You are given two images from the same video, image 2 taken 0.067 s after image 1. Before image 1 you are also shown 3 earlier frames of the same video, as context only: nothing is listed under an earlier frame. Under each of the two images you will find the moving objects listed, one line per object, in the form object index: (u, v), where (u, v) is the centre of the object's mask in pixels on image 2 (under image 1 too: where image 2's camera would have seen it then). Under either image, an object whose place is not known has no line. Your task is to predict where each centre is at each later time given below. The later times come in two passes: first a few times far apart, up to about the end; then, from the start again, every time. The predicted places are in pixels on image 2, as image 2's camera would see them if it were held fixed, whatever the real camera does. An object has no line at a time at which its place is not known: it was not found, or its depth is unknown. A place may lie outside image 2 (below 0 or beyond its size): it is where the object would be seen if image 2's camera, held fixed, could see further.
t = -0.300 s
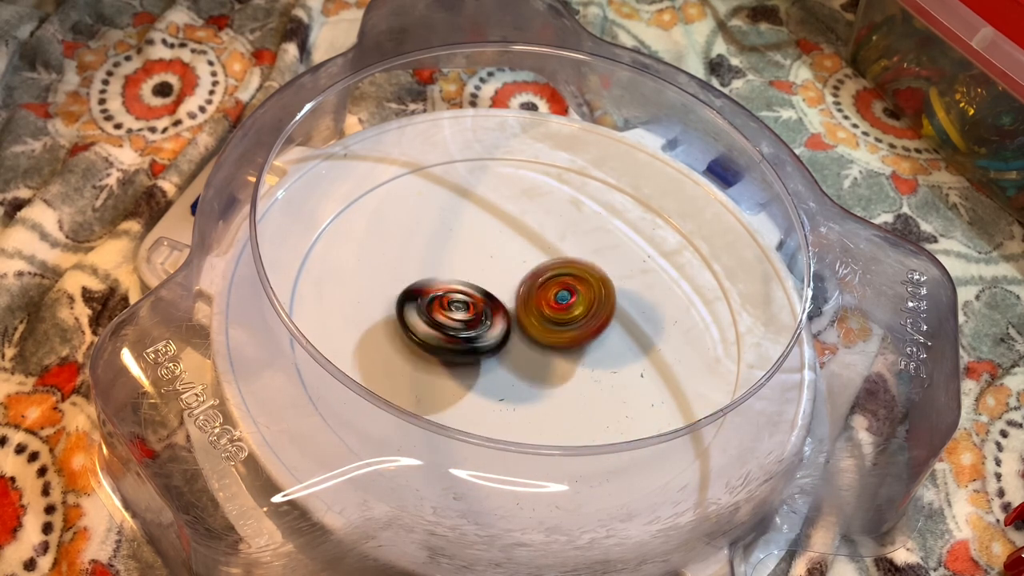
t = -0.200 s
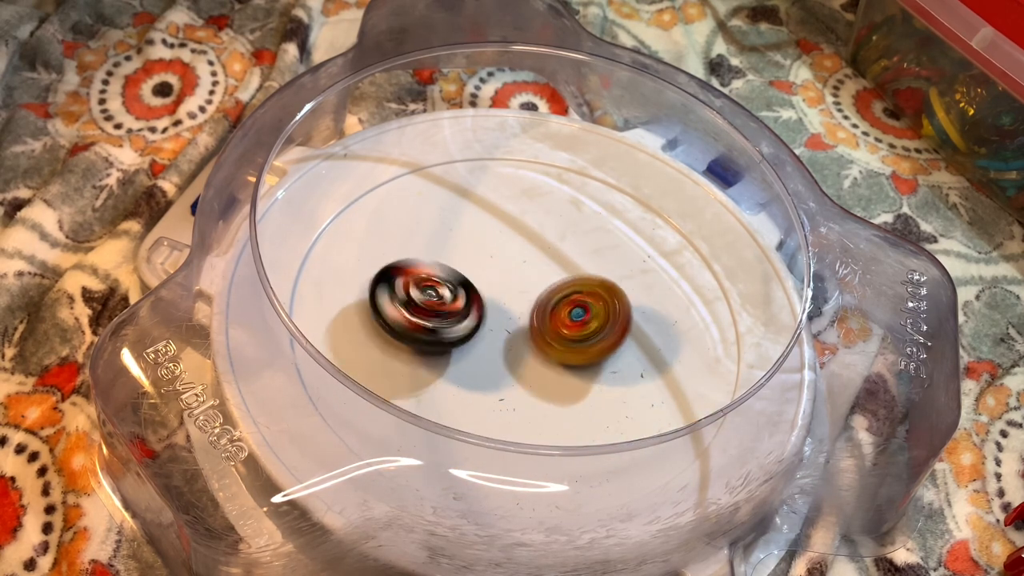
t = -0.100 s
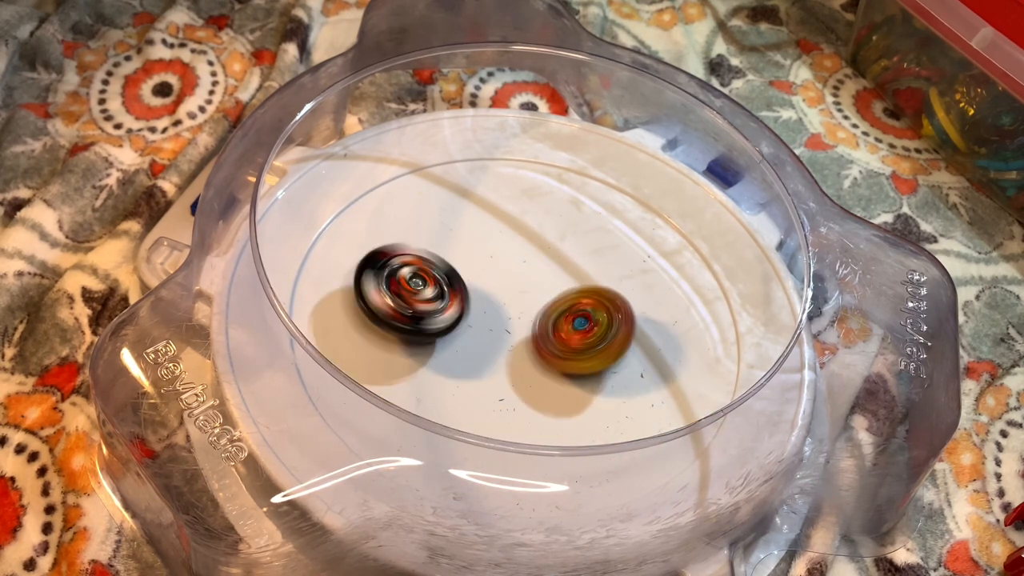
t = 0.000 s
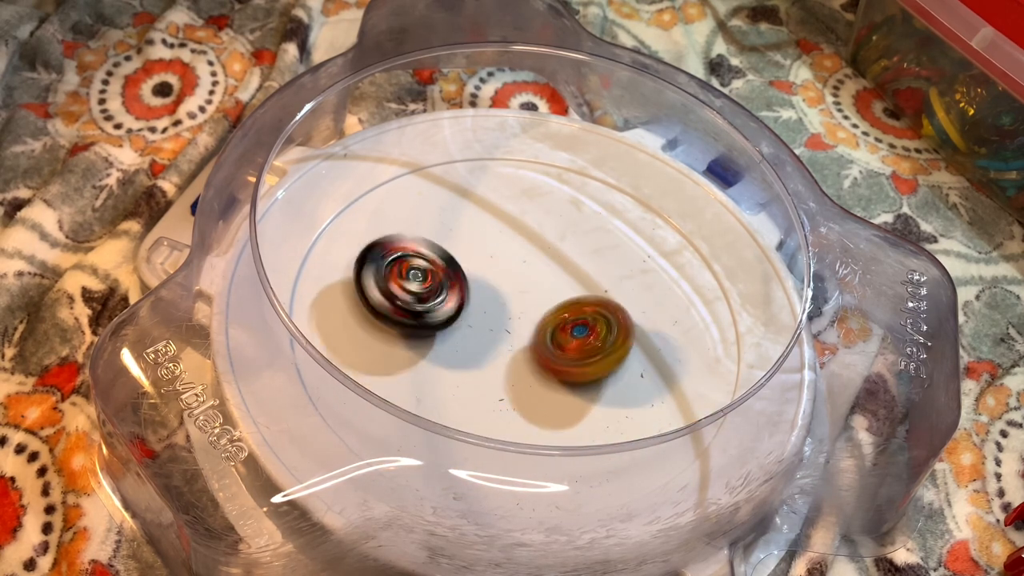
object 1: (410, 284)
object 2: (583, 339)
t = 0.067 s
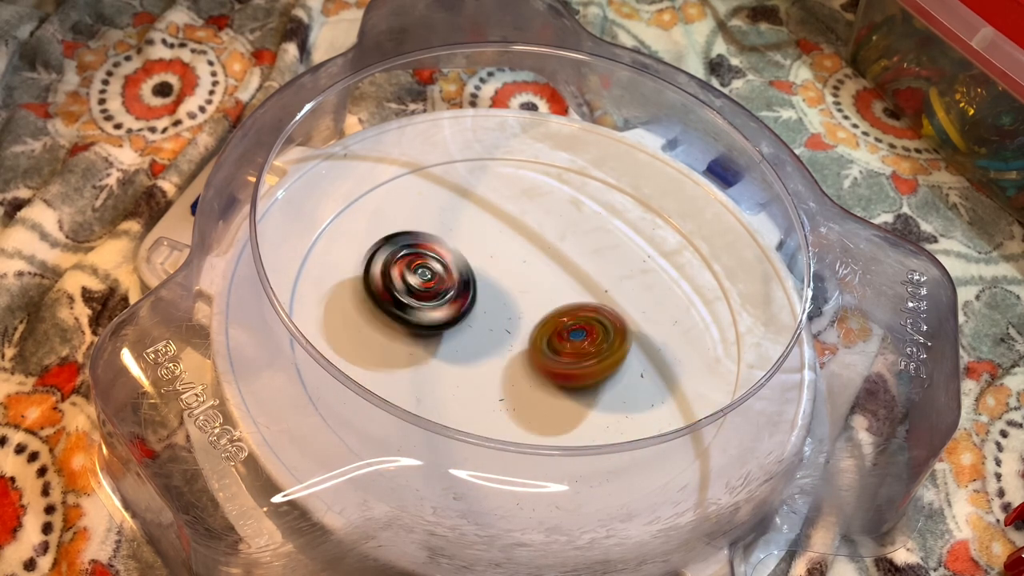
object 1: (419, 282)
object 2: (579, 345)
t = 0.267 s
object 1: (472, 275)
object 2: (558, 356)
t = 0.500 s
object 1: (537, 241)
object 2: (510, 369)
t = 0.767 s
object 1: (583, 241)
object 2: (458, 335)
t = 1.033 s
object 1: (582, 304)
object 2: (441, 290)
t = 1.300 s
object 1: (533, 369)
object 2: (466, 265)
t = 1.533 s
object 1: (479, 379)
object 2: (513, 259)
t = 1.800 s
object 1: (454, 332)
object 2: (570, 278)
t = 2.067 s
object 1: (487, 267)
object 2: (599, 312)
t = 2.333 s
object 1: (544, 238)
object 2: (583, 345)
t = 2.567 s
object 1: (576, 266)
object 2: (524, 364)
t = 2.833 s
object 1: (567, 333)
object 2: (455, 355)
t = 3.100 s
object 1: (653, 387)
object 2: (283, 263)
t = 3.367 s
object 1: (584, 330)
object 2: (463, 322)
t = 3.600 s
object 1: (558, 257)
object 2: (497, 334)
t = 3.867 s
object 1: (512, 252)
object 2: (505, 340)
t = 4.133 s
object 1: (515, 255)
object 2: (518, 344)
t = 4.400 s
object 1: (508, 257)
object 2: (544, 335)
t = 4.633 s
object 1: (509, 258)
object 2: (543, 332)
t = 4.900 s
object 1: (507, 257)
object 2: (552, 328)
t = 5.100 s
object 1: (507, 255)
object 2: (555, 327)
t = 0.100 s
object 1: (424, 282)
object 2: (576, 347)
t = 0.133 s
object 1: (432, 281)
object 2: (574, 349)
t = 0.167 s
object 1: (439, 280)
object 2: (570, 352)
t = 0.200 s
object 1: (449, 279)
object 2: (567, 354)
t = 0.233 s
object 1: (460, 276)
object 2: (563, 355)
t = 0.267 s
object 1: (472, 275)
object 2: (558, 356)
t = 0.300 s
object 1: (482, 273)
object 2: (554, 357)
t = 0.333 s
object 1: (494, 273)
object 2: (550, 357)
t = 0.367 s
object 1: (504, 262)
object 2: (544, 366)
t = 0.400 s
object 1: (514, 256)
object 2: (535, 371)
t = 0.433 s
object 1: (521, 251)
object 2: (526, 373)
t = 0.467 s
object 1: (530, 245)
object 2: (517, 372)
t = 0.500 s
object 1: (537, 241)
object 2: (510, 369)
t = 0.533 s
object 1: (546, 237)
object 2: (503, 367)
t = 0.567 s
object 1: (553, 234)
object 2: (496, 364)
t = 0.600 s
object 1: (560, 233)
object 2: (488, 360)
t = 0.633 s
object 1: (566, 232)
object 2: (481, 357)
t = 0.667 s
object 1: (572, 234)
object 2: (475, 352)
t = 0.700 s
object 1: (576, 234)
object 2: (469, 347)
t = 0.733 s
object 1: (580, 238)
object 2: (463, 341)
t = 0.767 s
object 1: (583, 241)
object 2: (458, 335)
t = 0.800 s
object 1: (586, 246)
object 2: (454, 330)
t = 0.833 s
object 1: (586, 251)
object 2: (451, 324)
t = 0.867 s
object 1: (589, 259)
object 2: (448, 318)
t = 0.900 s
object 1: (588, 267)
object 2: (445, 313)
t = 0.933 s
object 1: (590, 275)
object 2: (444, 307)
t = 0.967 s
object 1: (587, 284)
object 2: (442, 301)
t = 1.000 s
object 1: (586, 292)
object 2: (441, 295)
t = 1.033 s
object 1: (582, 304)
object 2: (441, 290)
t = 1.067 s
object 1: (578, 312)
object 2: (441, 286)
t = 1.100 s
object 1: (574, 323)
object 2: (444, 283)
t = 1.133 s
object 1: (568, 331)
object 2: (447, 280)
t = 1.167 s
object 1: (563, 341)
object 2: (450, 277)
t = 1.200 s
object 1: (555, 348)
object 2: (453, 274)
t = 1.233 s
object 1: (549, 356)
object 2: (457, 271)
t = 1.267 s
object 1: (540, 362)
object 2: (462, 267)
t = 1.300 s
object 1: (533, 369)
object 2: (466, 265)
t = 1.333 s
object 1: (524, 373)
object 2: (471, 264)
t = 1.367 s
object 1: (516, 378)
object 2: (478, 263)
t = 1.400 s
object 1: (508, 380)
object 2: (486, 261)
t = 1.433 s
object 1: (499, 382)
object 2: (493, 260)
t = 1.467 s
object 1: (493, 382)
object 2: (500, 259)
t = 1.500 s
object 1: (485, 382)
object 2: (507, 257)
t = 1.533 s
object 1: (479, 379)
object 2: (513, 259)
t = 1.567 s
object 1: (473, 377)
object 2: (520, 261)
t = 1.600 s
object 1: (468, 372)
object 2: (529, 262)
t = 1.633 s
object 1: (465, 367)
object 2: (538, 263)
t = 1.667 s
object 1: (459, 361)
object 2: (546, 265)
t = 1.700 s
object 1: (457, 356)
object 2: (552, 266)
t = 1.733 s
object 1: (454, 348)
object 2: (558, 269)
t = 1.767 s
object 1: (453, 340)
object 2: (563, 274)
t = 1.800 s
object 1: (454, 332)
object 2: (570, 278)
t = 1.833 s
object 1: (455, 324)
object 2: (576, 282)
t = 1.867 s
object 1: (457, 316)
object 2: (581, 284)
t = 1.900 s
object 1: (461, 306)
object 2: (585, 288)
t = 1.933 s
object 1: (465, 298)
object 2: (588, 292)
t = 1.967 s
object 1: (469, 289)
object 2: (591, 299)
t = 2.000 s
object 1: (476, 281)
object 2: (596, 304)
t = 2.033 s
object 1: (480, 274)
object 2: (598, 308)
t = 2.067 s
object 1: (487, 267)
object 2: (599, 312)
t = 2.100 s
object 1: (493, 262)
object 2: (599, 316)
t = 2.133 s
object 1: (500, 255)
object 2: (597, 321)
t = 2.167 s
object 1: (508, 251)
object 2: (598, 325)
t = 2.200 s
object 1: (516, 246)
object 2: (597, 329)
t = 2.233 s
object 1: (524, 243)
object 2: (595, 333)
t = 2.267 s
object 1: (531, 240)
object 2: (592, 337)
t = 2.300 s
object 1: (538, 240)
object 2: (587, 341)
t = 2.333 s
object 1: (544, 238)
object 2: (583, 345)
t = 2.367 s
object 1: (550, 241)
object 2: (577, 348)
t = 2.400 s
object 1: (555, 242)
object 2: (571, 352)
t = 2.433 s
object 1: (561, 245)
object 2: (563, 356)
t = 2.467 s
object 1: (564, 249)
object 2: (552, 358)
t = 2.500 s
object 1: (570, 254)
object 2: (544, 361)
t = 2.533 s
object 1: (572, 260)
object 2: (534, 363)
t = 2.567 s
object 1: (576, 266)
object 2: (524, 364)
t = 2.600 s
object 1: (578, 273)
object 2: (511, 366)
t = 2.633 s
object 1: (580, 280)
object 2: (500, 366)
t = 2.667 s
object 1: (580, 289)
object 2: (491, 365)
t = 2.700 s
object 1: (578, 297)
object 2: (481, 364)
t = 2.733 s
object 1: (577, 306)
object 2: (473, 363)
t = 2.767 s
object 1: (574, 316)
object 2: (464, 360)
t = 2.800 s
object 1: (570, 324)
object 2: (459, 358)
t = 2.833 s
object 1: (567, 333)
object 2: (455, 355)
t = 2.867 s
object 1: (562, 343)
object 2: (446, 351)
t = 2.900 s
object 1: (592, 360)
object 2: (399, 326)
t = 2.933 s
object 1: (616, 368)
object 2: (353, 309)
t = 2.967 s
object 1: (636, 385)
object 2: (319, 287)
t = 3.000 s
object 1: (652, 388)
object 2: (285, 265)
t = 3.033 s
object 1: (659, 387)
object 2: (253, 258)
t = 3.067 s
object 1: (658, 387)
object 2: (263, 257)
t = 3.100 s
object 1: (653, 387)
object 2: (283, 263)
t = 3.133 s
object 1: (646, 385)
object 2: (309, 271)
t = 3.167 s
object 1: (638, 381)
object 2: (325, 283)
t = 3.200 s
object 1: (631, 375)
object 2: (348, 289)
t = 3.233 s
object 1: (623, 369)
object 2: (375, 298)
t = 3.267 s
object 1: (614, 360)
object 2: (398, 305)
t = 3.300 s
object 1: (603, 350)
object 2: (423, 311)
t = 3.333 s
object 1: (594, 340)
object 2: (443, 317)
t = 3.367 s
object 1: (584, 330)
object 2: (463, 322)
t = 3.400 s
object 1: (574, 318)
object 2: (479, 327)
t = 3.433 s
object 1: (576, 307)
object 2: (482, 325)
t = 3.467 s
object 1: (576, 296)
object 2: (486, 327)
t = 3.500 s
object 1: (574, 284)
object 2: (486, 329)
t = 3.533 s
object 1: (570, 275)
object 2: (492, 328)
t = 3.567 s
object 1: (565, 266)
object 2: (495, 333)
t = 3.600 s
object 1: (558, 257)
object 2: (497, 334)
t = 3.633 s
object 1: (551, 250)
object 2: (500, 335)
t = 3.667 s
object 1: (544, 244)
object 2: (500, 338)
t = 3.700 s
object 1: (538, 240)
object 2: (500, 338)
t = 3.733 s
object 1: (531, 240)
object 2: (504, 340)
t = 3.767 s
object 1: (525, 242)
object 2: (503, 341)
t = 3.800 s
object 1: (521, 246)
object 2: (502, 341)
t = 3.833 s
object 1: (517, 250)
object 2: (504, 341)
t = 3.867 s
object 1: (512, 252)
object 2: (505, 340)
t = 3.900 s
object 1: (507, 254)
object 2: (507, 340)
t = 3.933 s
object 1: (505, 254)
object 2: (510, 341)
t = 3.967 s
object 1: (507, 255)
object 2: (512, 341)
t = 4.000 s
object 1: (510, 256)
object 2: (514, 343)
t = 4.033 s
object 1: (514, 256)
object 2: (515, 345)
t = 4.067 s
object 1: (516, 255)
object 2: (513, 344)
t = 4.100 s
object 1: (516, 255)
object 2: (516, 342)
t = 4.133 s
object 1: (515, 255)
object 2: (518, 344)
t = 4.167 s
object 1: (513, 254)
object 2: (518, 340)
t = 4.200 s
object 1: (510, 255)
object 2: (525, 338)
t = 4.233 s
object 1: (509, 256)
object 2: (526, 339)
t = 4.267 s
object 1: (508, 255)
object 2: (528, 335)
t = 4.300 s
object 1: (509, 256)
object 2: (535, 335)
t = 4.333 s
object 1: (508, 256)
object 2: (535, 336)
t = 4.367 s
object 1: (508, 256)
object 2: (538, 334)
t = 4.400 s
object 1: (508, 257)
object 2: (544, 335)
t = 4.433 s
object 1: (508, 258)
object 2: (543, 336)
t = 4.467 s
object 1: (508, 258)
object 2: (541, 336)
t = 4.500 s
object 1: (508, 258)
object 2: (541, 337)
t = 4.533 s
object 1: (509, 258)
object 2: (538, 336)
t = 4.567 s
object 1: (508, 258)
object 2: (539, 333)
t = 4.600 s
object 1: (508, 258)
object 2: (542, 331)
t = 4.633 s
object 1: (509, 258)
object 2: (543, 332)
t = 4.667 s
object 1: (509, 258)
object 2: (544, 332)
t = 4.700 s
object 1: (508, 258)
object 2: (546, 332)
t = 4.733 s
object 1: (509, 257)
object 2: (548, 332)
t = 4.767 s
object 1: (508, 258)
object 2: (550, 332)
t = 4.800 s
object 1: (508, 257)
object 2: (550, 331)
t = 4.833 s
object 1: (508, 257)
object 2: (549, 331)
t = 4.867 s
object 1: (507, 257)
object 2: (551, 329)
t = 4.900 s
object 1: (507, 257)
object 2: (552, 328)
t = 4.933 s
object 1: (507, 256)
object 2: (549, 325)
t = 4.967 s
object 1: (506, 256)
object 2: (553, 323)
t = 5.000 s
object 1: (506, 257)
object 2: (555, 325)
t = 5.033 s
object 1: (506, 256)
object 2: (553, 322)
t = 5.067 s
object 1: (507, 254)
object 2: (556, 324)
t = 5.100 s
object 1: (507, 255)
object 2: (555, 327)
